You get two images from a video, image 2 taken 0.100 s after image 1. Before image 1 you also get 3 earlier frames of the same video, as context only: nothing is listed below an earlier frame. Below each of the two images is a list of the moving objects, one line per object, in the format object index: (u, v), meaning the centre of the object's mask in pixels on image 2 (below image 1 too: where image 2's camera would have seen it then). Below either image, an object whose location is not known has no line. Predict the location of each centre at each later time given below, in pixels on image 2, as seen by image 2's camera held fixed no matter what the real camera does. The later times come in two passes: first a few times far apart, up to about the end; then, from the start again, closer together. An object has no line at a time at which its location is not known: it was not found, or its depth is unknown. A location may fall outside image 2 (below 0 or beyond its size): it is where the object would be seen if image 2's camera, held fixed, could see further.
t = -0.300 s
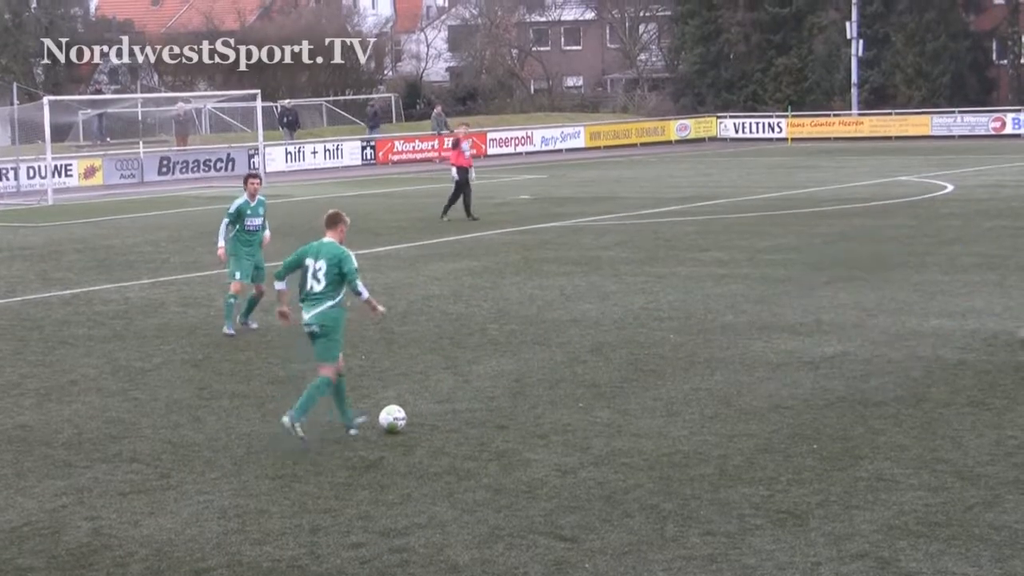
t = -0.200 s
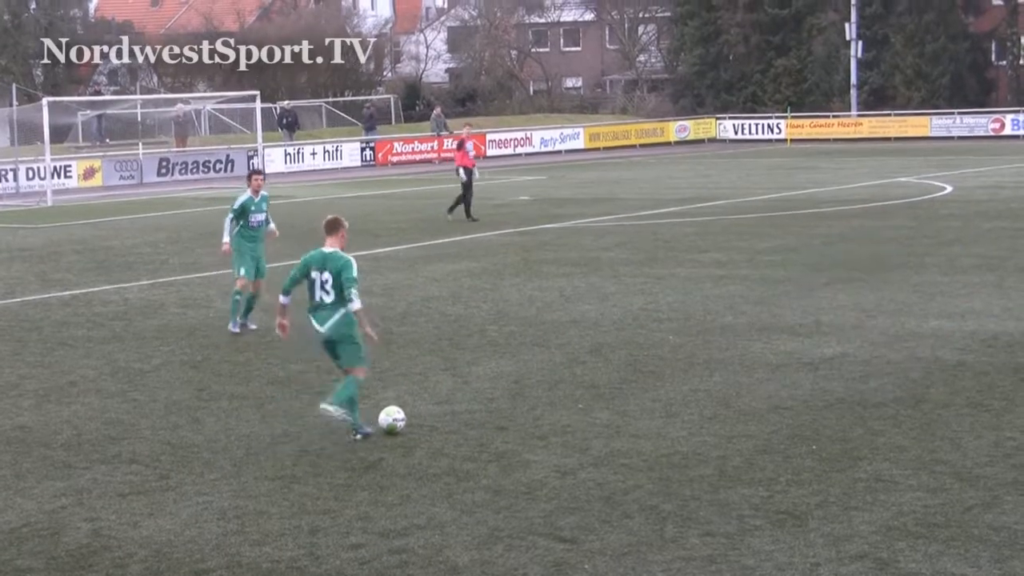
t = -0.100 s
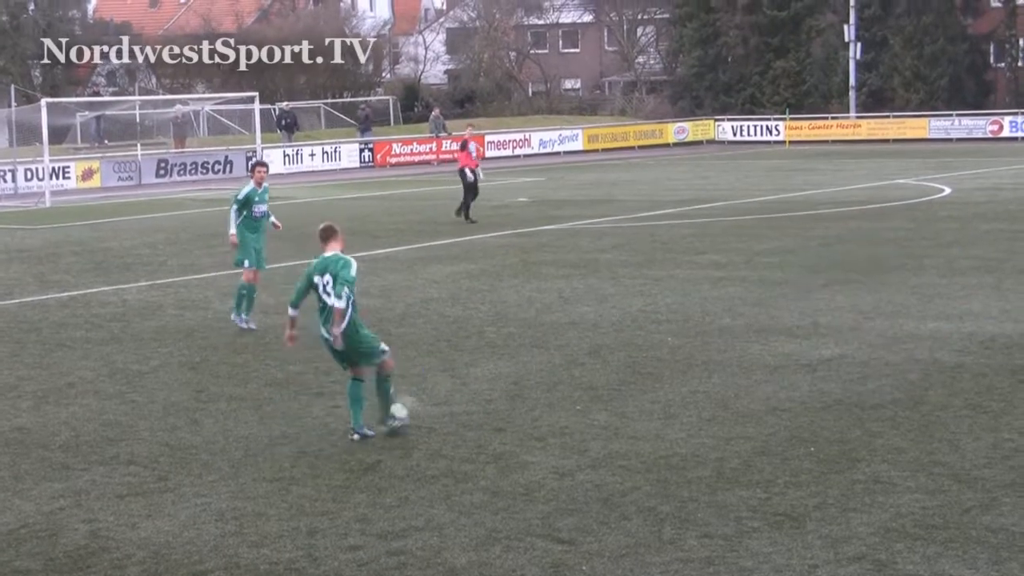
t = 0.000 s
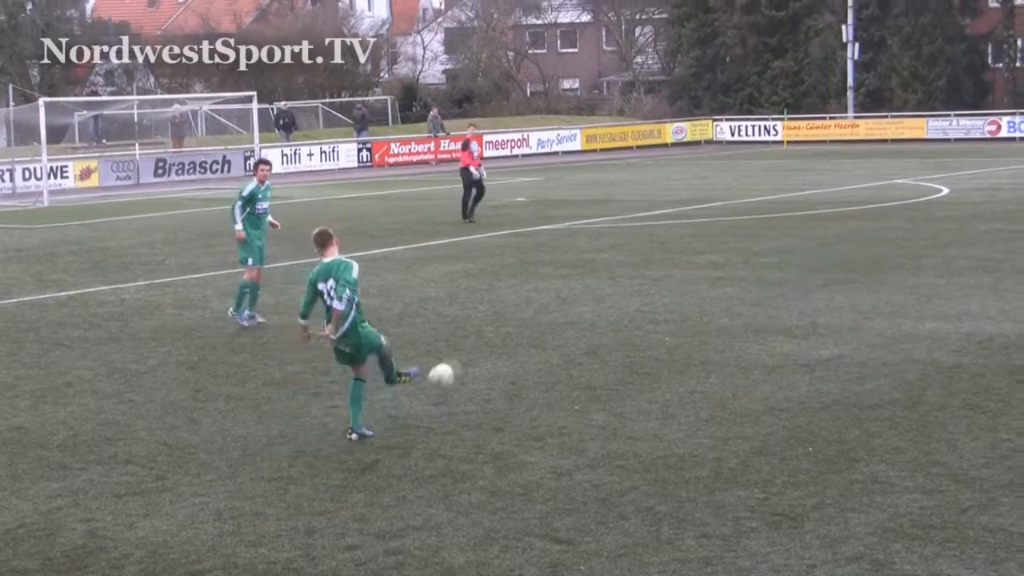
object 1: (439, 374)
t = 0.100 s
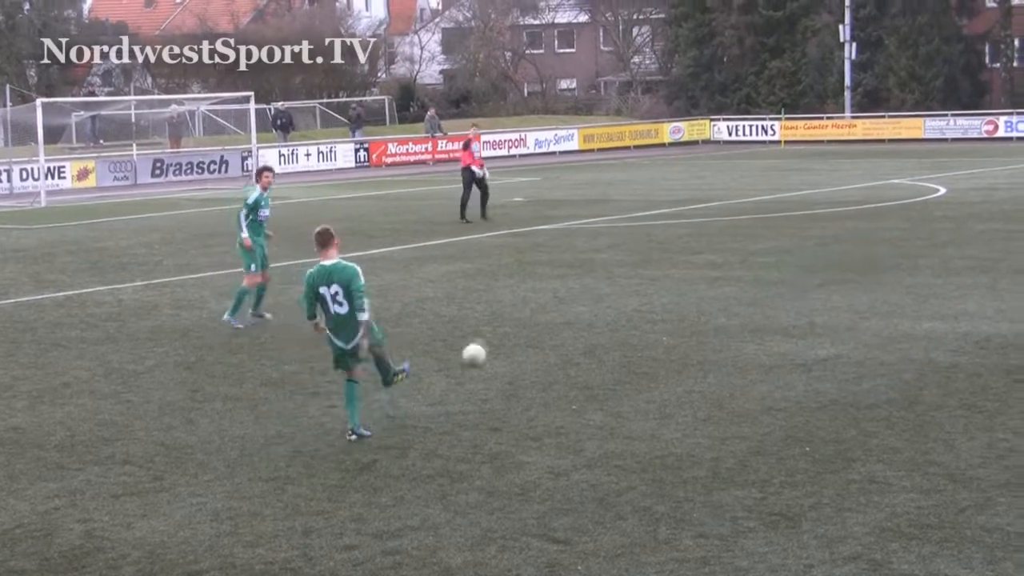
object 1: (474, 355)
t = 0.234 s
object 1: (501, 321)
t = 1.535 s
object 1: (543, 242)
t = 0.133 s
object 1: (482, 342)
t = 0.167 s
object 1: (489, 334)
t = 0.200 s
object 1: (495, 326)
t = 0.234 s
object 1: (501, 321)
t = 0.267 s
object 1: (505, 317)
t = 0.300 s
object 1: (508, 317)
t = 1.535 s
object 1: (543, 242)
